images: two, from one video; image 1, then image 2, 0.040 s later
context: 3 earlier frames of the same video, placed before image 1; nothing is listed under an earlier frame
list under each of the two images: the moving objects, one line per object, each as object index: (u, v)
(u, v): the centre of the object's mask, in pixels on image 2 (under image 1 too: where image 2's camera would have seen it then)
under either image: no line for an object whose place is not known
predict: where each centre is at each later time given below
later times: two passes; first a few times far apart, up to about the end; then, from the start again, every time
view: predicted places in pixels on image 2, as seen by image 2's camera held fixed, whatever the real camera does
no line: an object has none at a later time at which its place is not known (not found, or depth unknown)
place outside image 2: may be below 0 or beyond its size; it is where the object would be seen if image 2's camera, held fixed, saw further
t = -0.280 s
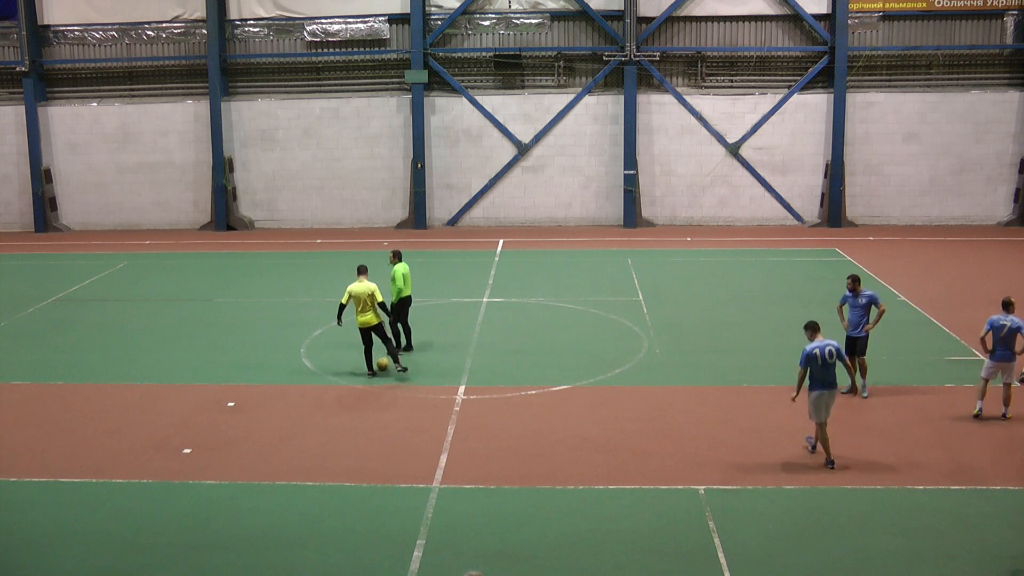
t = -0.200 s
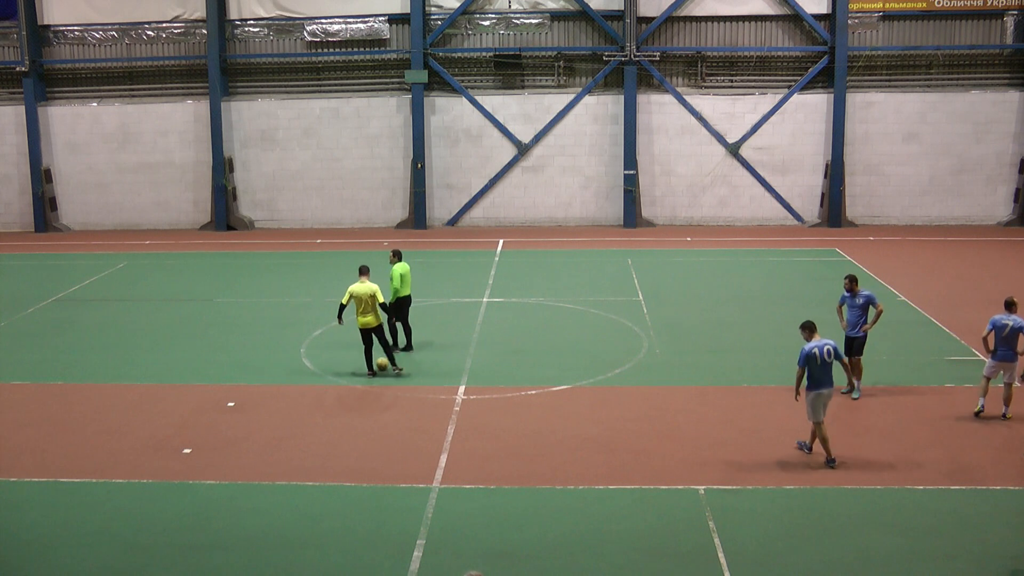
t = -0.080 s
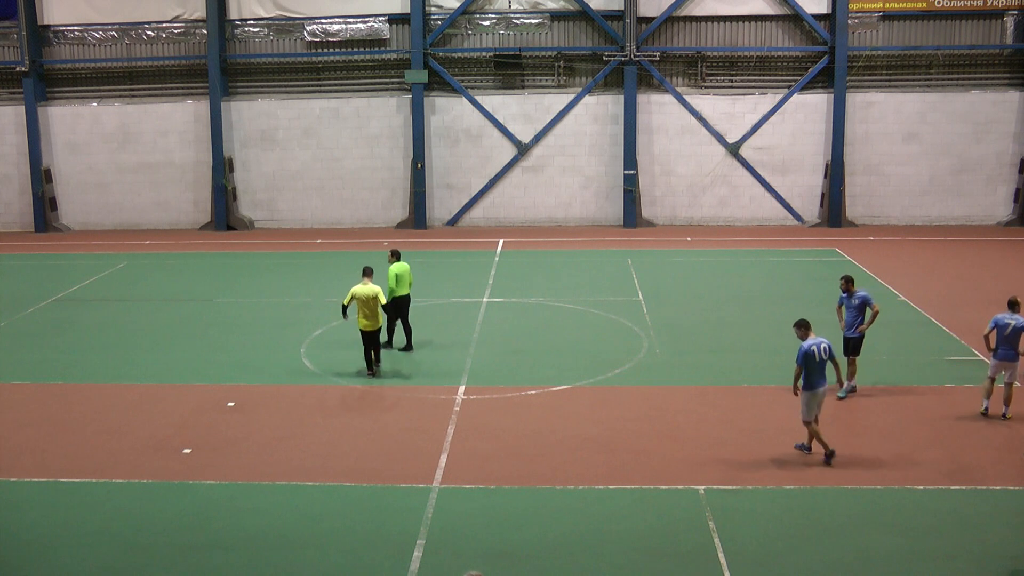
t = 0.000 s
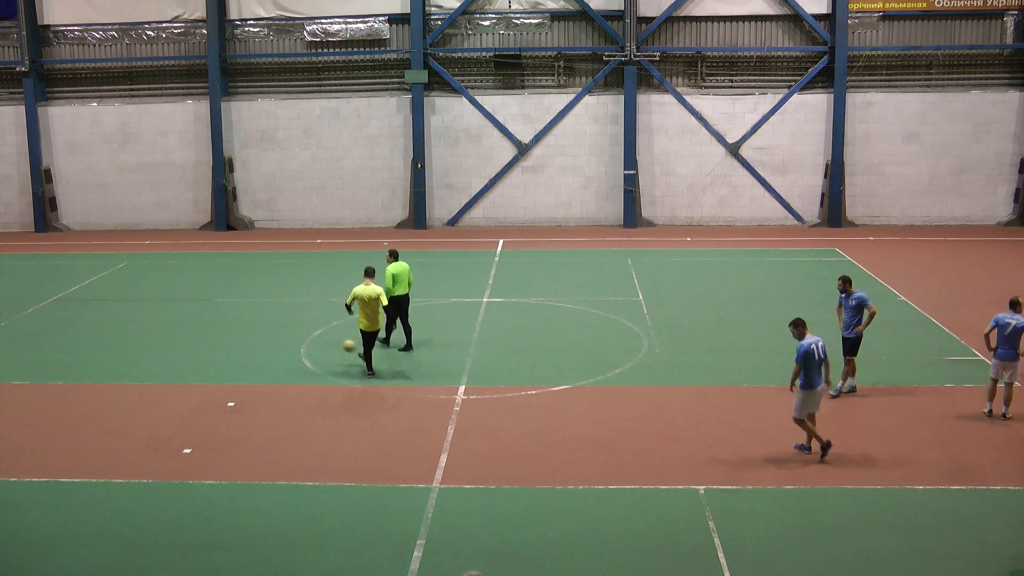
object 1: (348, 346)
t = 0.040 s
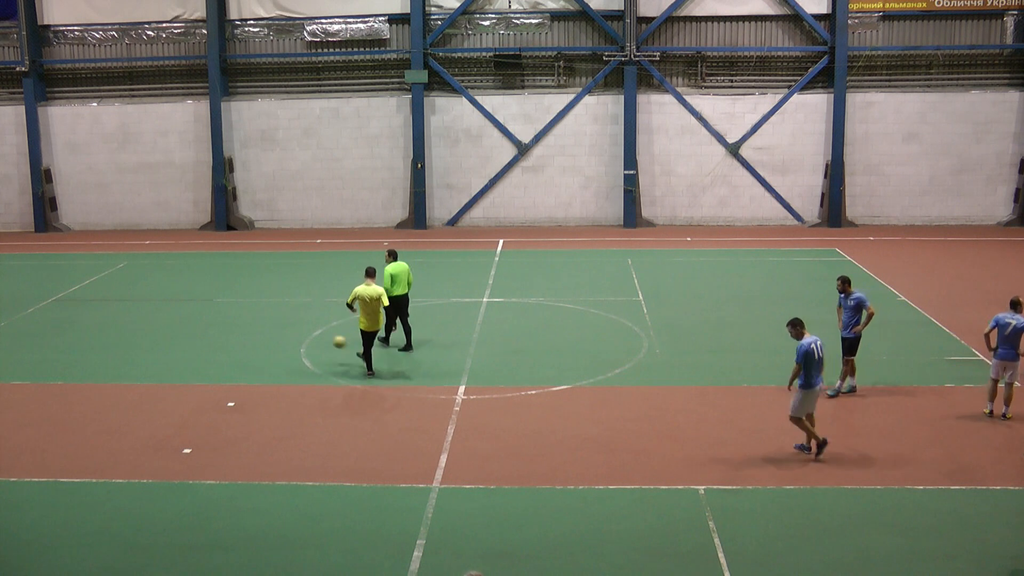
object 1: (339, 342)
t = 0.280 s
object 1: (284, 338)
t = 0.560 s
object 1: (237, 346)
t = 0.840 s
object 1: (207, 347)
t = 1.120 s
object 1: (179, 345)
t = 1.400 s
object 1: (152, 342)
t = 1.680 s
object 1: (127, 339)
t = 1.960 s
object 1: (104, 336)
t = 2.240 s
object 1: (82, 334)
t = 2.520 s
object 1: (60, 331)
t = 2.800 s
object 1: (40, 329)
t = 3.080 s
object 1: (21, 327)
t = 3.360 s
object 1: (4, 325)
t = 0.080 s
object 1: (329, 339)
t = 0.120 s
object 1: (320, 337)
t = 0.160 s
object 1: (311, 336)
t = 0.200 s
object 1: (302, 336)
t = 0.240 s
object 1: (293, 336)
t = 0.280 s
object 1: (284, 338)
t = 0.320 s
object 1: (276, 341)
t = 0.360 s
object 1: (267, 344)
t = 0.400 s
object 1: (259, 349)
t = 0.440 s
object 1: (252, 353)
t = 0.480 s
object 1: (246, 349)
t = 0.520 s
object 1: (242, 347)
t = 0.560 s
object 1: (237, 346)
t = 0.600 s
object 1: (233, 345)
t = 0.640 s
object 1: (228, 345)
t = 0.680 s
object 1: (224, 346)
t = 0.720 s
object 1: (220, 349)
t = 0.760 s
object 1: (215, 349)
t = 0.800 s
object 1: (211, 348)
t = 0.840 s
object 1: (207, 347)
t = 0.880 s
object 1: (203, 348)
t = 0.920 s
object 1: (199, 347)
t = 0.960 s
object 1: (195, 347)
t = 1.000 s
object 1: (191, 346)
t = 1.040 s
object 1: (187, 346)
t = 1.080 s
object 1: (183, 345)
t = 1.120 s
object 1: (179, 345)
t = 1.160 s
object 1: (175, 344)
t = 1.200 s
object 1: (171, 344)
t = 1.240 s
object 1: (167, 344)
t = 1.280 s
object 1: (164, 343)
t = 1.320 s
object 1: (160, 343)
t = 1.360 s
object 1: (156, 342)
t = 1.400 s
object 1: (152, 342)
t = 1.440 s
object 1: (149, 342)
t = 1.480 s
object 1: (145, 341)
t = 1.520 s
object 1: (142, 341)
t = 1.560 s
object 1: (138, 340)
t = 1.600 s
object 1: (134, 340)
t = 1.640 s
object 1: (131, 340)
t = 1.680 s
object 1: (127, 339)
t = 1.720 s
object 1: (124, 339)
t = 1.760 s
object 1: (120, 338)
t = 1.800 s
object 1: (117, 338)
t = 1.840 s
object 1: (113, 337)
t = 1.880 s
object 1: (110, 337)
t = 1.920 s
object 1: (107, 337)
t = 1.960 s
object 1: (104, 336)
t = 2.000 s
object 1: (100, 336)
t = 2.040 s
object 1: (97, 335)
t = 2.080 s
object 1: (94, 335)
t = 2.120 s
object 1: (91, 335)
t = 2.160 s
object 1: (88, 334)
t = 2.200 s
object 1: (85, 334)
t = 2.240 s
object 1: (82, 334)
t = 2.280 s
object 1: (78, 333)
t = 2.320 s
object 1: (75, 333)
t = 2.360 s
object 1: (72, 333)
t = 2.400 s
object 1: (69, 332)
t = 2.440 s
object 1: (66, 332)
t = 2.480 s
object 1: (63, 331)
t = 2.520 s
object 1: (60, 331)
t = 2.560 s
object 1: (58, 331)
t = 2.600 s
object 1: (54, 330)
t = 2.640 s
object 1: (52, 330)
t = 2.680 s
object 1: (49, 330)
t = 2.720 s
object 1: (46, 330)
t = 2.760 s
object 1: (43, 329)
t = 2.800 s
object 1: (40, 329)
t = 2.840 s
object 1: (37, 329)
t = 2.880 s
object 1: (35, 328)
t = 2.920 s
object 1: (32, 328)
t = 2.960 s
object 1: (29, 327)
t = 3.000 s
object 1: (26, 327)
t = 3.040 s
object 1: (24, 327)
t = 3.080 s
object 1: (21, 327)
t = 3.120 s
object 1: (18, 326)
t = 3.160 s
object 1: (16, 326)
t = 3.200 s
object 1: (13, 326)
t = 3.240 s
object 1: (10, 325)
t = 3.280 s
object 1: (8, 325)
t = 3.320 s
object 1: (5, 325)
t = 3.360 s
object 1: (4, 325)
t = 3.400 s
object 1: (2, 324)
